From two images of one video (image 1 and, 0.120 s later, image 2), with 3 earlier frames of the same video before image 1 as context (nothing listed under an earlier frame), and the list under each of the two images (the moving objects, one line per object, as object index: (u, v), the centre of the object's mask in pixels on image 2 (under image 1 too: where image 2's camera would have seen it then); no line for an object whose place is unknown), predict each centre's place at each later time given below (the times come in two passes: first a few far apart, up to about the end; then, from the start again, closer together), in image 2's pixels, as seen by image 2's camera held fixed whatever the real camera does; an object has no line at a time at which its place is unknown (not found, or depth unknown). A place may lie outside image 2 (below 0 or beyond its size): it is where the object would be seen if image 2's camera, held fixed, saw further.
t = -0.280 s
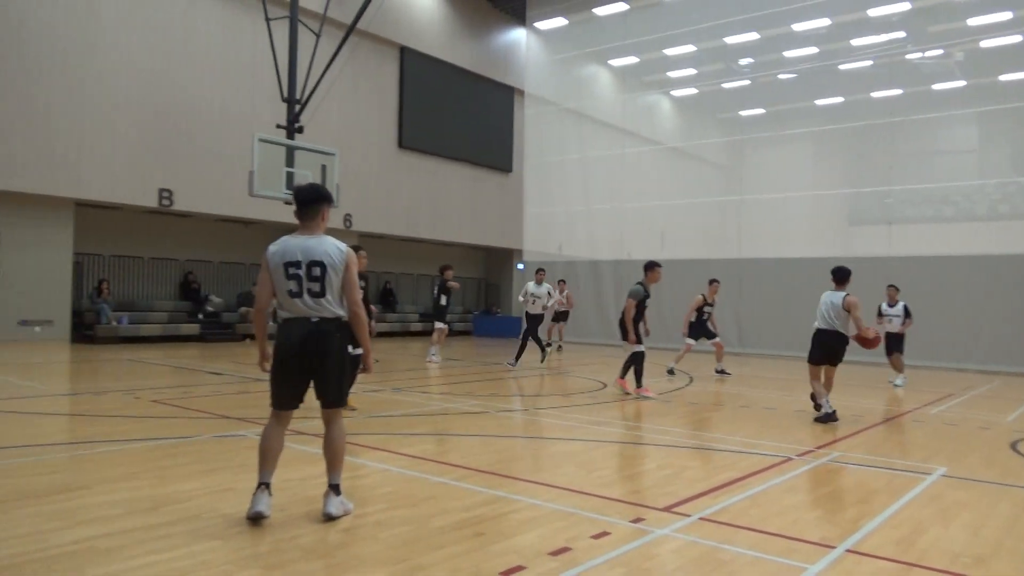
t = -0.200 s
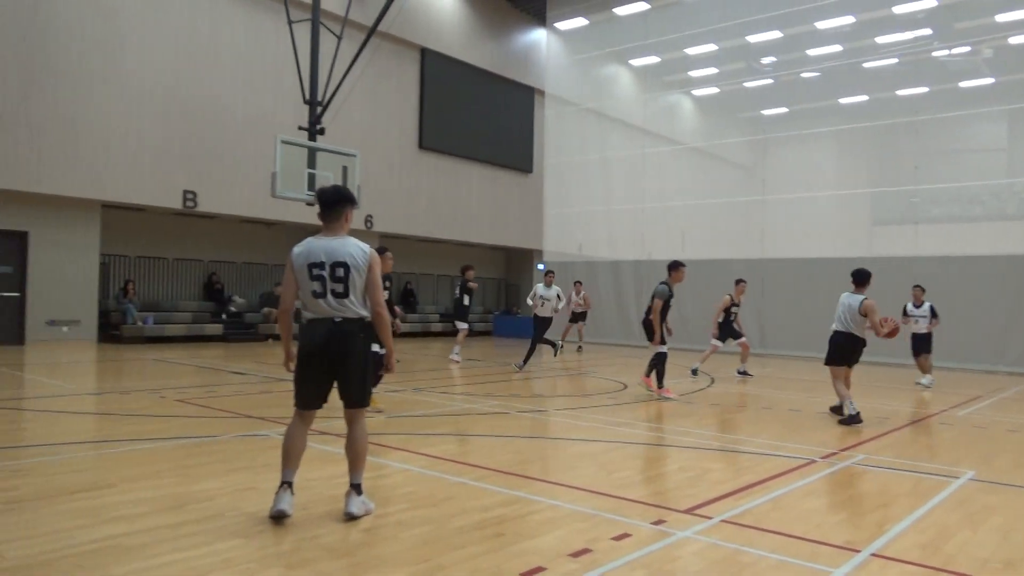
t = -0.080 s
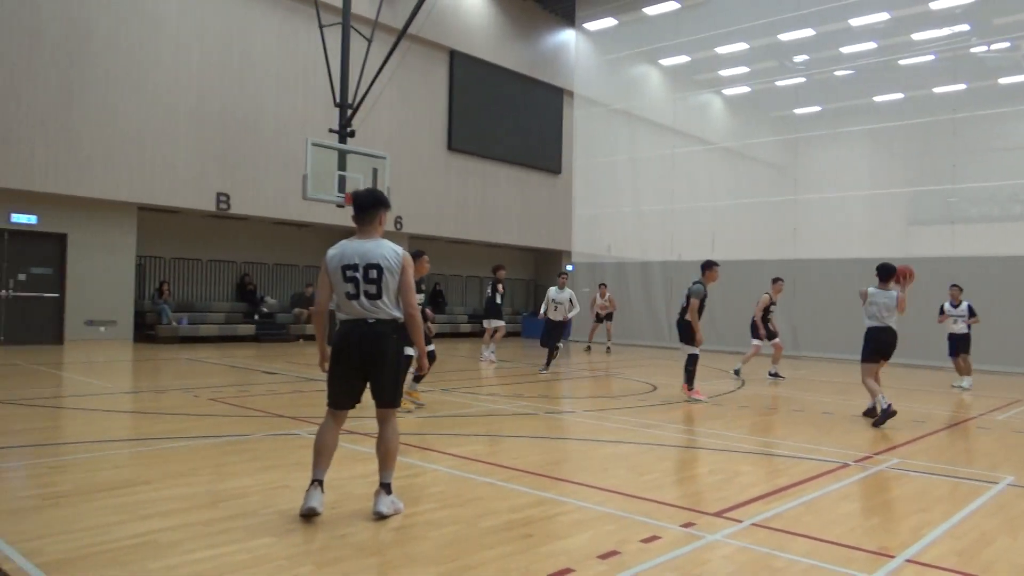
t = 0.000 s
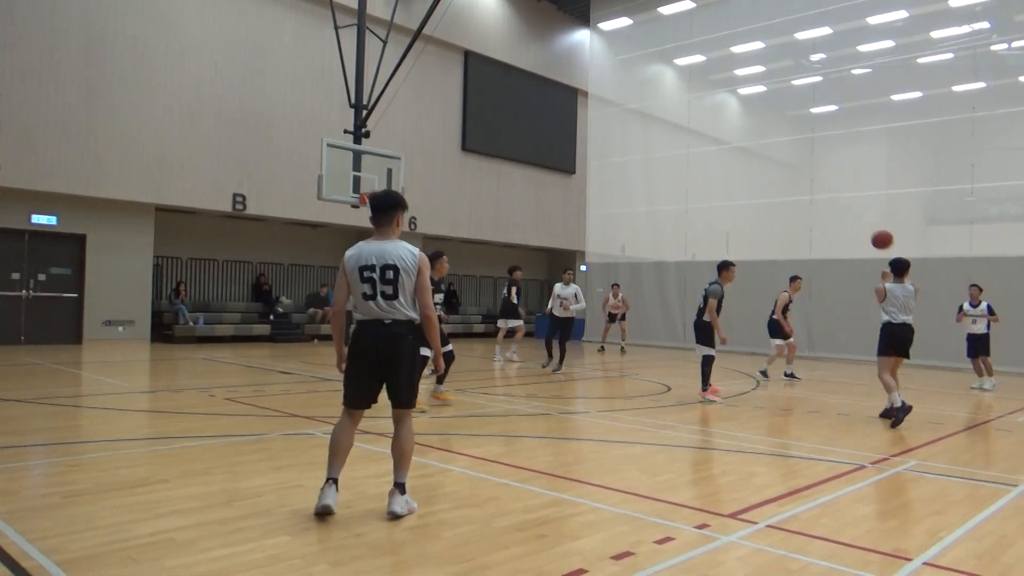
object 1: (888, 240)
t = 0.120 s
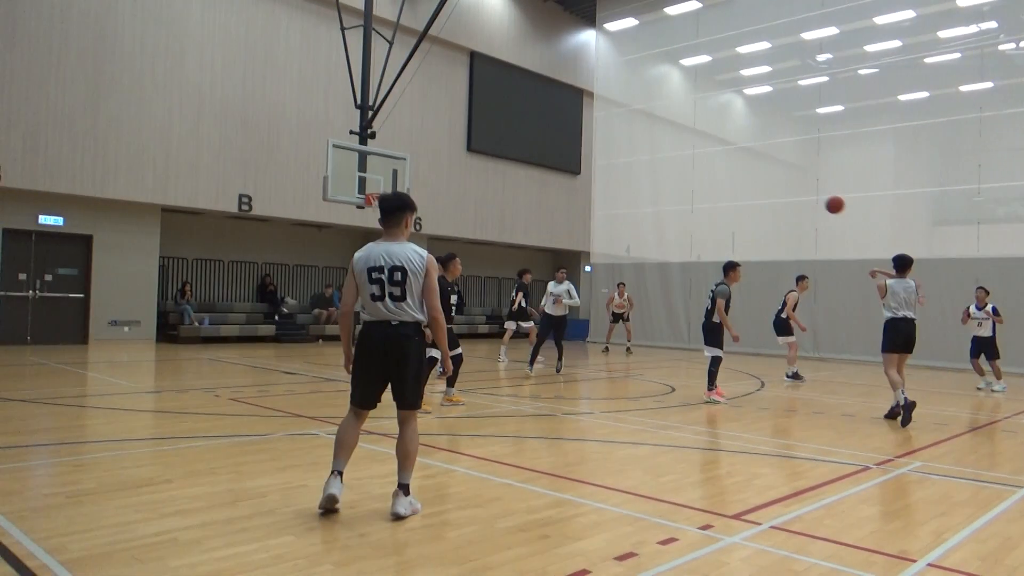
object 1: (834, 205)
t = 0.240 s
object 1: (793, 184)
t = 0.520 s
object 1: (723, 175)
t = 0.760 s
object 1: (682, 196)
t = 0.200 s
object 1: (805, 189)
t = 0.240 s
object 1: (793, 184)
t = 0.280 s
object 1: (781, 180)
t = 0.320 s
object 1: (769, 177)
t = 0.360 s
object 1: (759, 175)
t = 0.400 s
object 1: (749, 174)
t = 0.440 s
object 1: (740, 174)
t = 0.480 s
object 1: (731, 174)
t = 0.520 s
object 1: (723, 175)
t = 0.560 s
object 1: (715, 177)
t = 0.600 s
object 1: (708, 180)
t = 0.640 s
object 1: (701, 183)
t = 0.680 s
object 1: (694, 187)
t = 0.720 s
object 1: (688, 191)
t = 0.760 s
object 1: (682, 196)
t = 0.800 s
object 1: (676, 201)
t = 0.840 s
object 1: (671, 207)
